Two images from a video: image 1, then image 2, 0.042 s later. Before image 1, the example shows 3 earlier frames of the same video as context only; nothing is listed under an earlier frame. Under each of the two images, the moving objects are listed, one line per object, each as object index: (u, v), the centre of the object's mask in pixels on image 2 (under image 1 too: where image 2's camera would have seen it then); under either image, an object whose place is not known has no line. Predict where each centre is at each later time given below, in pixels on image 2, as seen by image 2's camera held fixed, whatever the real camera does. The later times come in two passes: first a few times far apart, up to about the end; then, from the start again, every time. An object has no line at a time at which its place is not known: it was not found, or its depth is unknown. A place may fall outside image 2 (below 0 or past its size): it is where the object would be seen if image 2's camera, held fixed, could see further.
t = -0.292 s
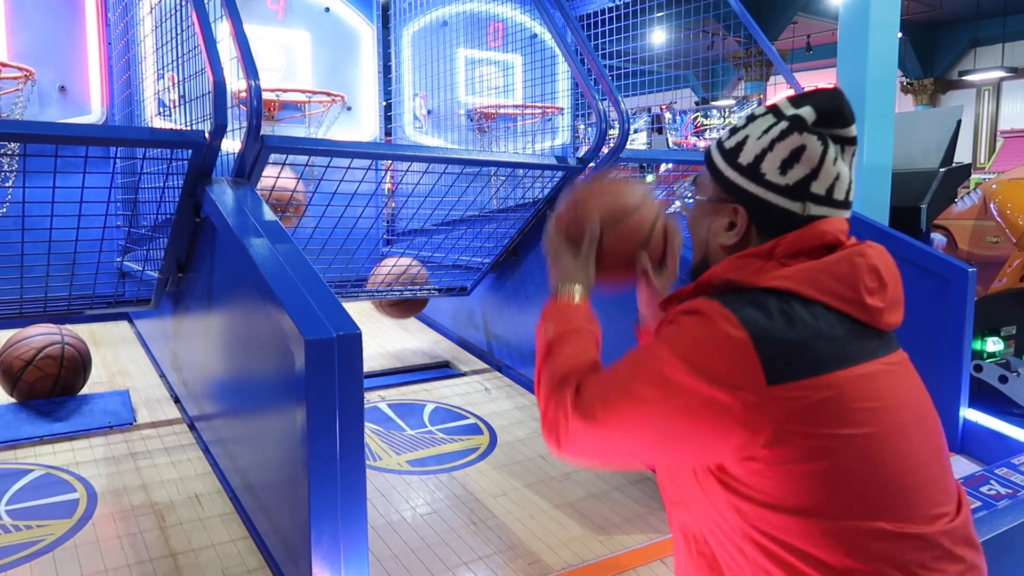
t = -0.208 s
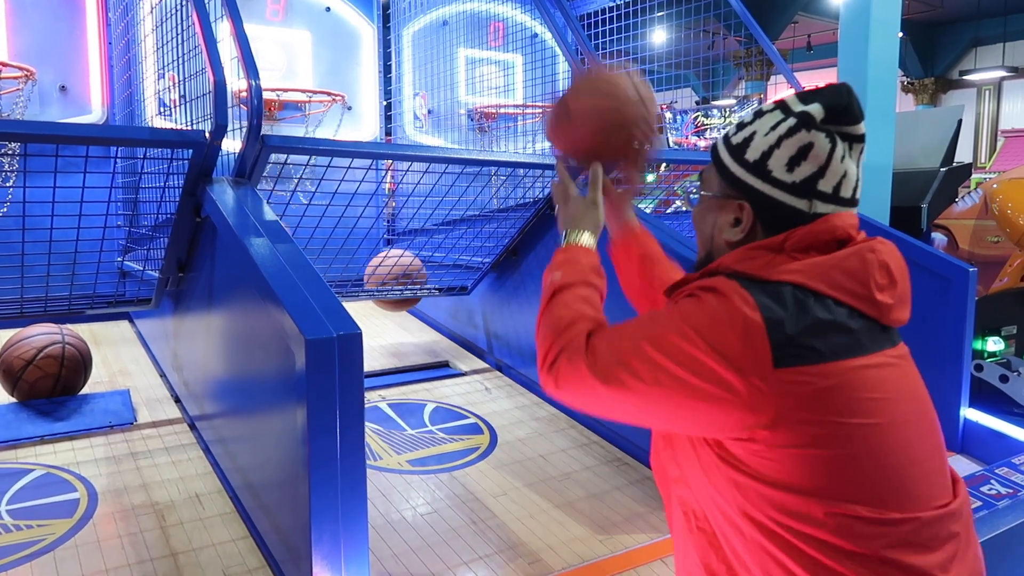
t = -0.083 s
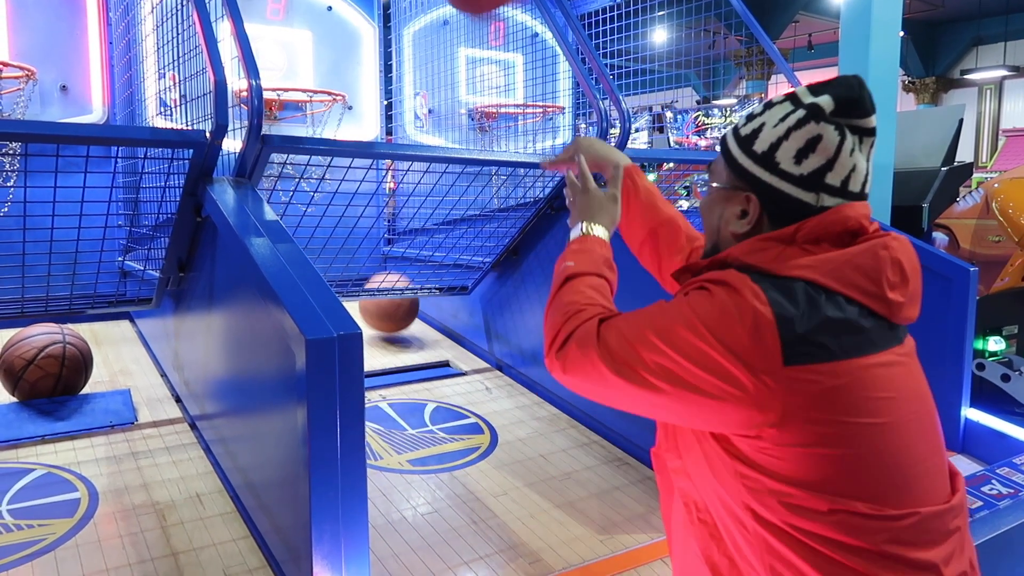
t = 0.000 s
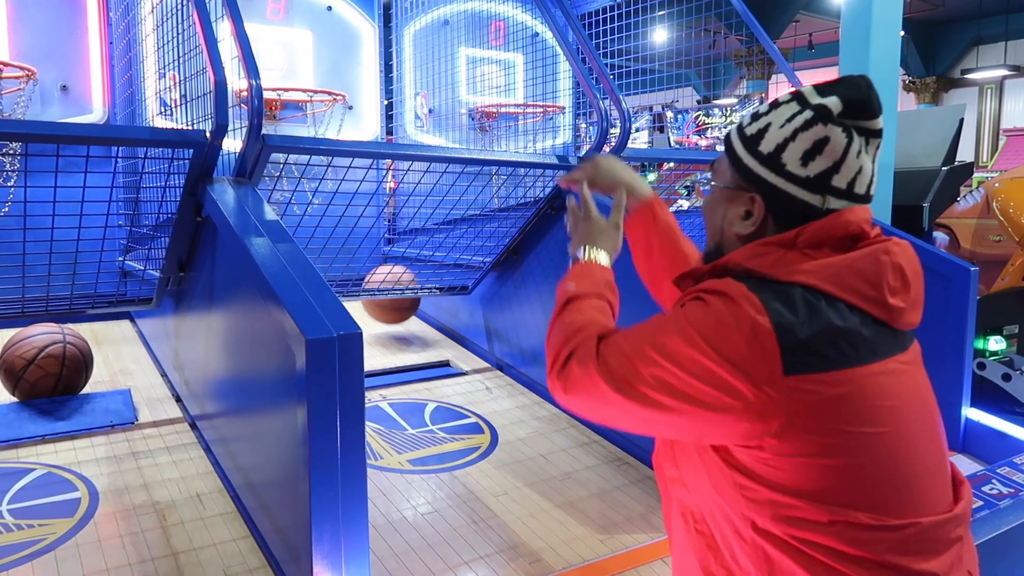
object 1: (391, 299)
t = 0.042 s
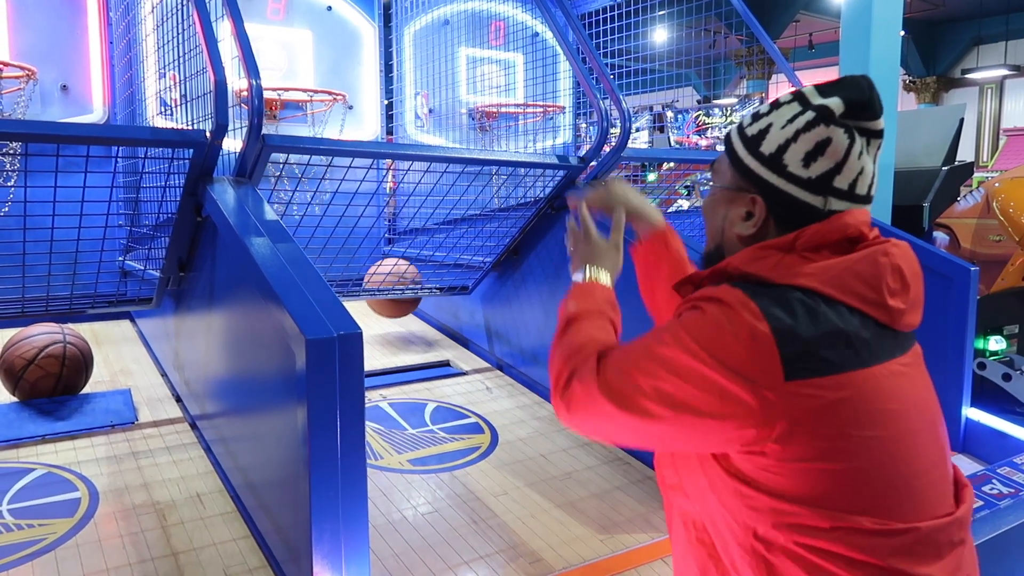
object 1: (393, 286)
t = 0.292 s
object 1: (407, 303)
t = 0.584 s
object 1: (434, 321)
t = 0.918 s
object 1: (449, 339)
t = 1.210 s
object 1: (453, 351)
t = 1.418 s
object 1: (464, 368)
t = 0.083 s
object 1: (395, 285)
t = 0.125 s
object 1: (396, 286)
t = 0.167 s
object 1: (399, 298)
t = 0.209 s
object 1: (401, 316)
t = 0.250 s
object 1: (404, 315)
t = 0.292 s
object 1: (407, 303)
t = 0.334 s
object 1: (410, 302)
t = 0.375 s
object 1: (414, 306)
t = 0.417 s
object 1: (417, 317)
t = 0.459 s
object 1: (421, 321)
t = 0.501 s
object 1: (425, 319)
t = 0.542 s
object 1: (430, 319)
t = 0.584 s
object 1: (434, 321)
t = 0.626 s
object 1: (439, 329)
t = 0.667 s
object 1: (444, 327)
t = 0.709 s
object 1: (445, 332)
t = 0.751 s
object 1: (446, 329)
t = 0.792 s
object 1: (446, 330)
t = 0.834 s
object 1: (446, 334)
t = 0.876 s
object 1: (448, 334)
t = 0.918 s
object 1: (449, 339)
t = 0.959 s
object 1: (450, 340)
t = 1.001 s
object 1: (450, 341)
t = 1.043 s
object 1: (450, 342)
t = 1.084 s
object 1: (451, 344)
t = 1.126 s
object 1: (451, 346)
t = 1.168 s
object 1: (452, 349)
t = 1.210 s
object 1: (453, 351)
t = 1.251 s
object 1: (455, 354)
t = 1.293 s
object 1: (457, 357)
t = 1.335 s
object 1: (459, 361)
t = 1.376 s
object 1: (461, 364)
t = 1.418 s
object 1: (464, 368)
